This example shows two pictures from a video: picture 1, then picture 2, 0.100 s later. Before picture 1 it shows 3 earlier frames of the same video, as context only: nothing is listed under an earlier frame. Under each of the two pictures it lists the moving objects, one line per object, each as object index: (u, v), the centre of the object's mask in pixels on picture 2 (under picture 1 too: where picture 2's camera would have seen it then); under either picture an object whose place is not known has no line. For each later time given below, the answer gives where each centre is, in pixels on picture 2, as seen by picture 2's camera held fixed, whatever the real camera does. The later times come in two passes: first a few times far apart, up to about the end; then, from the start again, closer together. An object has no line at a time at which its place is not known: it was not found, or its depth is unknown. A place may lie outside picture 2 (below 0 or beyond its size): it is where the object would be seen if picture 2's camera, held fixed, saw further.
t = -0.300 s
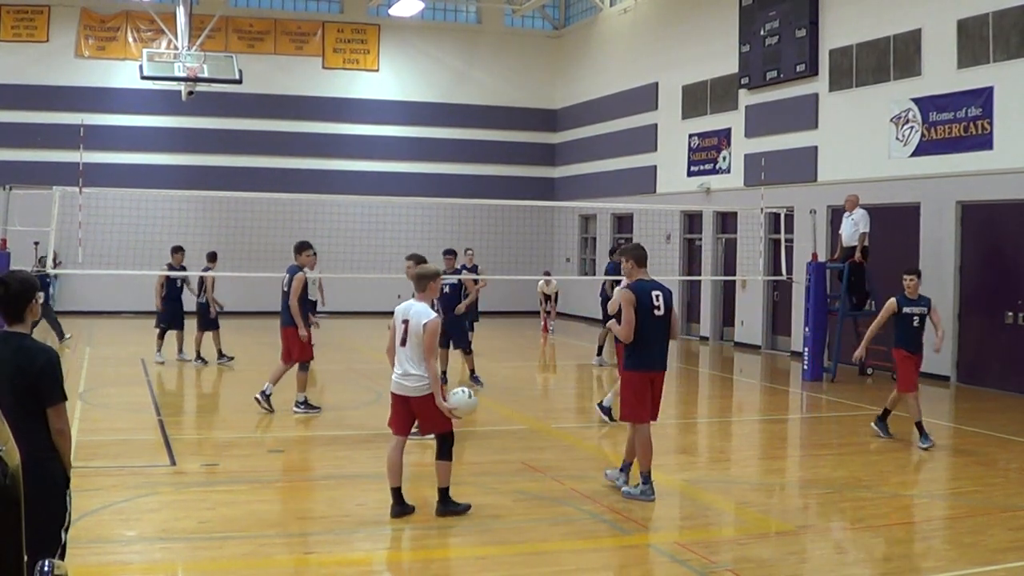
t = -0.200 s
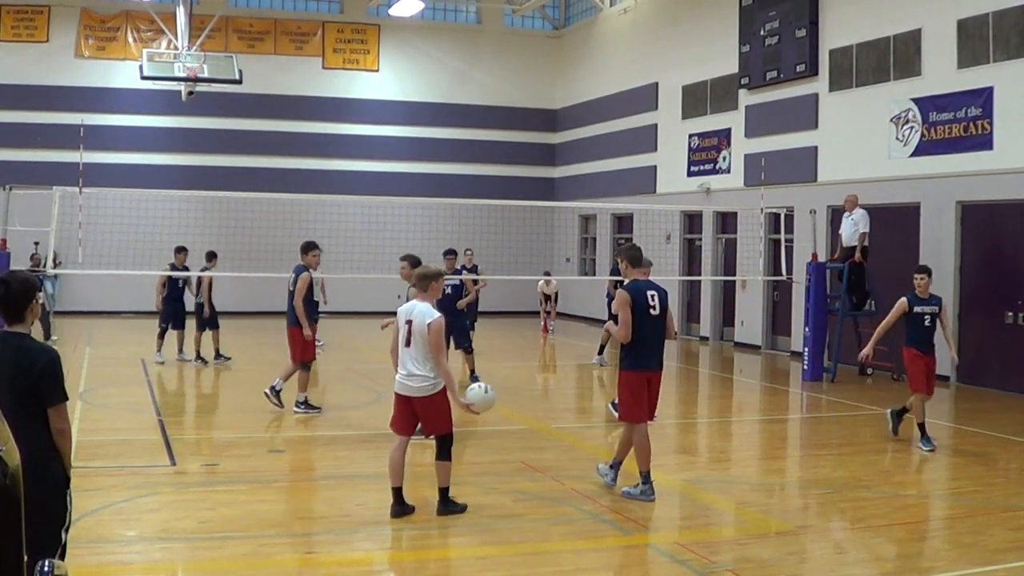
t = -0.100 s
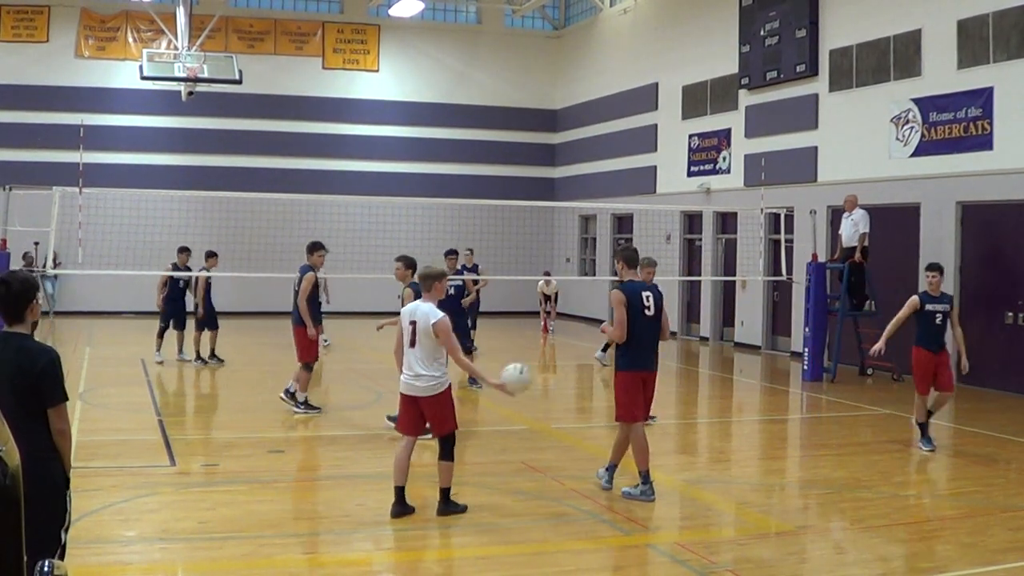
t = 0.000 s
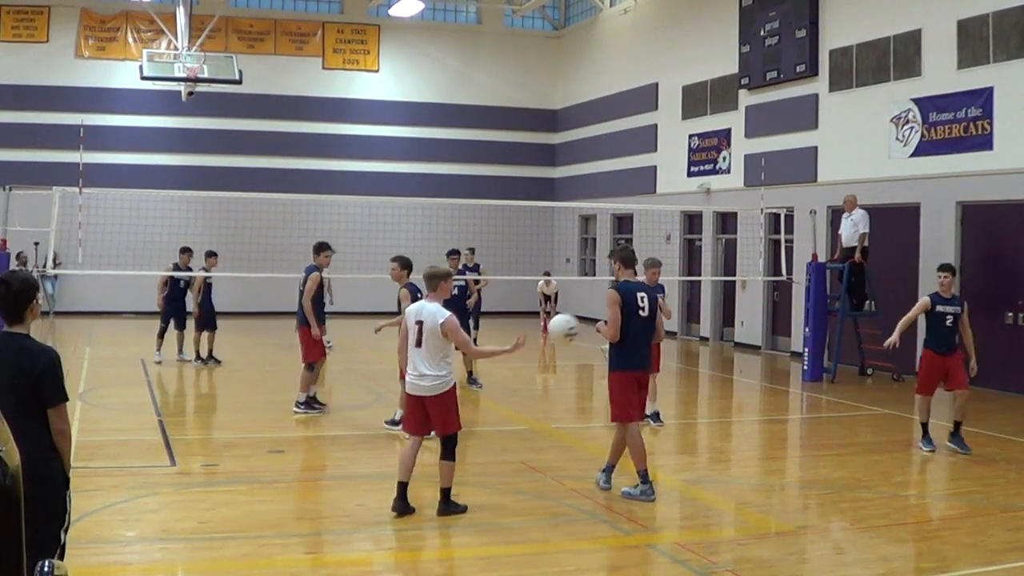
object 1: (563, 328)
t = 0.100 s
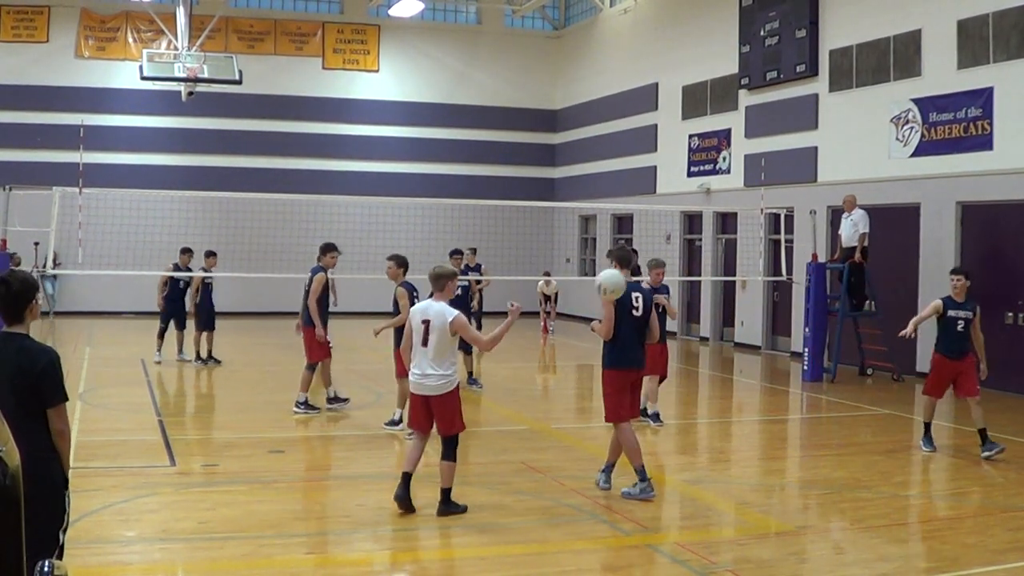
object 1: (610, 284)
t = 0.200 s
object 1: (656, 254)
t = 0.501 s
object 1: (788, 249)
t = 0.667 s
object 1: (856, 302)
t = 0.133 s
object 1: (625, 273)
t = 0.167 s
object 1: (641, 262)
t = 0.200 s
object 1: (656, 254)
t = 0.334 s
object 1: (716, 236)
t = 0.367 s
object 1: (730, 235)
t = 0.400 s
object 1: (744, 236)
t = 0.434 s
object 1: (760, 239)
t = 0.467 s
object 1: (774, 243)
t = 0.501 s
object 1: (788, 249)
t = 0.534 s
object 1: (802, 257)
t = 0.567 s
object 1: (816, 266)
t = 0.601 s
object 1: (829, 277)
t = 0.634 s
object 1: (842, 288)
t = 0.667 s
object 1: (856, 302)
